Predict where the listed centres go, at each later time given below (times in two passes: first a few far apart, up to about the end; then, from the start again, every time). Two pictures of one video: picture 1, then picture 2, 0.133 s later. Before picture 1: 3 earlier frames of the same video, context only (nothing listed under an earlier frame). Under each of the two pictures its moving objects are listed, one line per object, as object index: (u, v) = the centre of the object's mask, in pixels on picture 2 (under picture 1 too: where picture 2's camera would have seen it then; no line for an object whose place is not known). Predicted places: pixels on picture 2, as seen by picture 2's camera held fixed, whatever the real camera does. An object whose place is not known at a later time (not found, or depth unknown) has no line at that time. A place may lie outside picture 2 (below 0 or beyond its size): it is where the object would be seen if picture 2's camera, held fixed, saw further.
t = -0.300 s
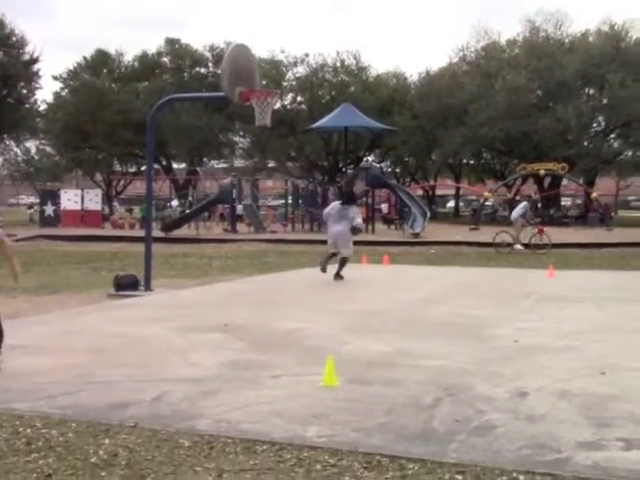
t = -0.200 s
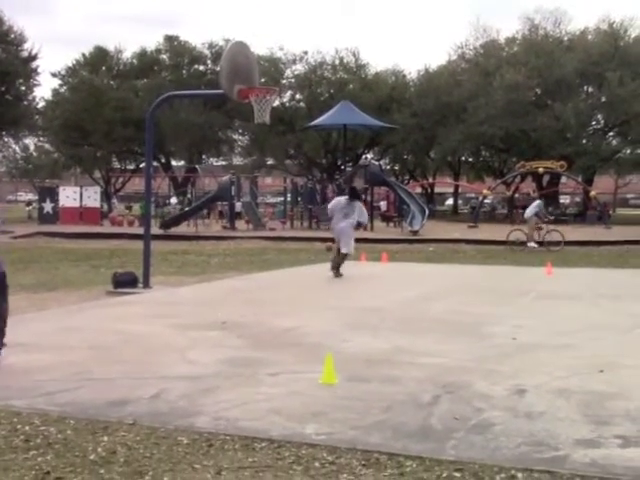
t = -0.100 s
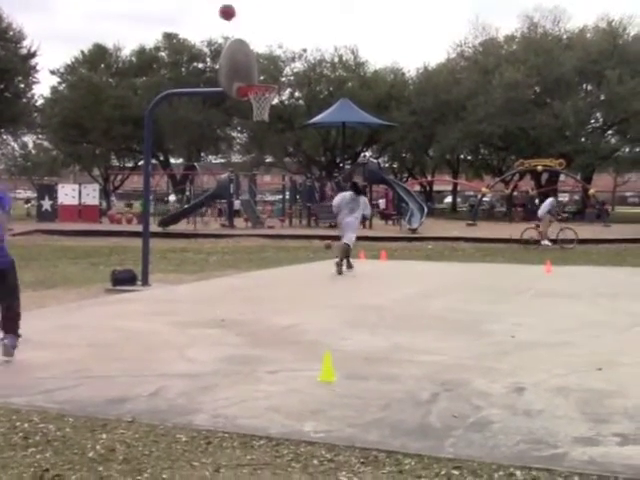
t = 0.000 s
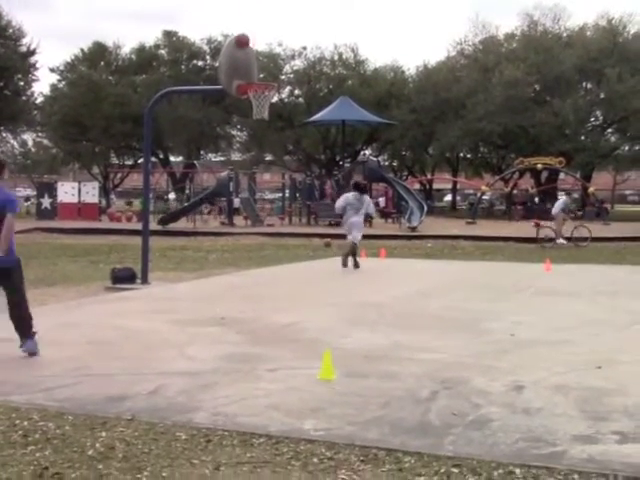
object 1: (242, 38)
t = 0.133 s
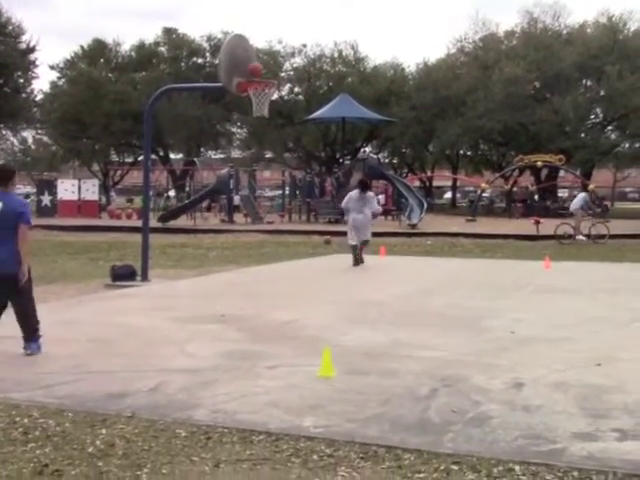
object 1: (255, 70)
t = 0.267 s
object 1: (245, 43)
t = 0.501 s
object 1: (224, 21)
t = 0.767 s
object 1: (194, 47)
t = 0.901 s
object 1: (176, 87)
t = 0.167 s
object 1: (250, 64)
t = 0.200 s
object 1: (249, 56)
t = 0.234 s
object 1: (248, 50)
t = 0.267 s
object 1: (245, 43)
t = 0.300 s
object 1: (241, 38)
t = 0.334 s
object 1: (238, 34)
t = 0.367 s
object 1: (236, 30)
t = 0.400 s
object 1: (233, 27)
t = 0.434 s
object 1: (230, 24)
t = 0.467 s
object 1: (227, 22)
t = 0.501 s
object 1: (224, 21)
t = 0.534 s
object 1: (220, 21)
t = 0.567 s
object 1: (217, 22)
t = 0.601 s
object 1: (214, 24)
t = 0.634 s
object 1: (210, 27)
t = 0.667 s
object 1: (206, 30)
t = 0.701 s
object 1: (202, 35)
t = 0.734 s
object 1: (198, 40)
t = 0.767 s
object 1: (194, 47)
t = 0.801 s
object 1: (190, 55)
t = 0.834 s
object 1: (185, 64)
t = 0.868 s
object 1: (180, 75)
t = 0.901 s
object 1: (176, 87)
